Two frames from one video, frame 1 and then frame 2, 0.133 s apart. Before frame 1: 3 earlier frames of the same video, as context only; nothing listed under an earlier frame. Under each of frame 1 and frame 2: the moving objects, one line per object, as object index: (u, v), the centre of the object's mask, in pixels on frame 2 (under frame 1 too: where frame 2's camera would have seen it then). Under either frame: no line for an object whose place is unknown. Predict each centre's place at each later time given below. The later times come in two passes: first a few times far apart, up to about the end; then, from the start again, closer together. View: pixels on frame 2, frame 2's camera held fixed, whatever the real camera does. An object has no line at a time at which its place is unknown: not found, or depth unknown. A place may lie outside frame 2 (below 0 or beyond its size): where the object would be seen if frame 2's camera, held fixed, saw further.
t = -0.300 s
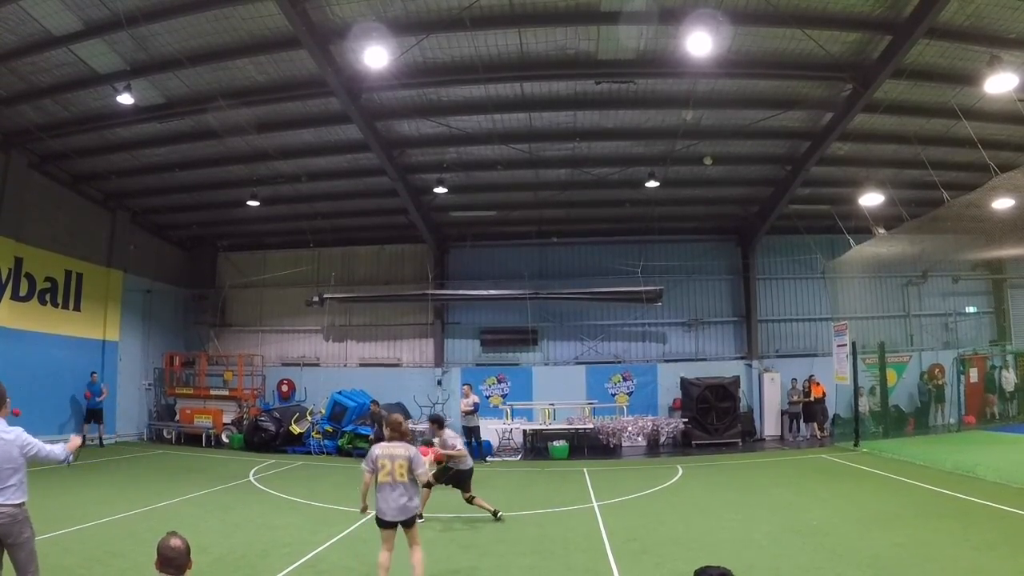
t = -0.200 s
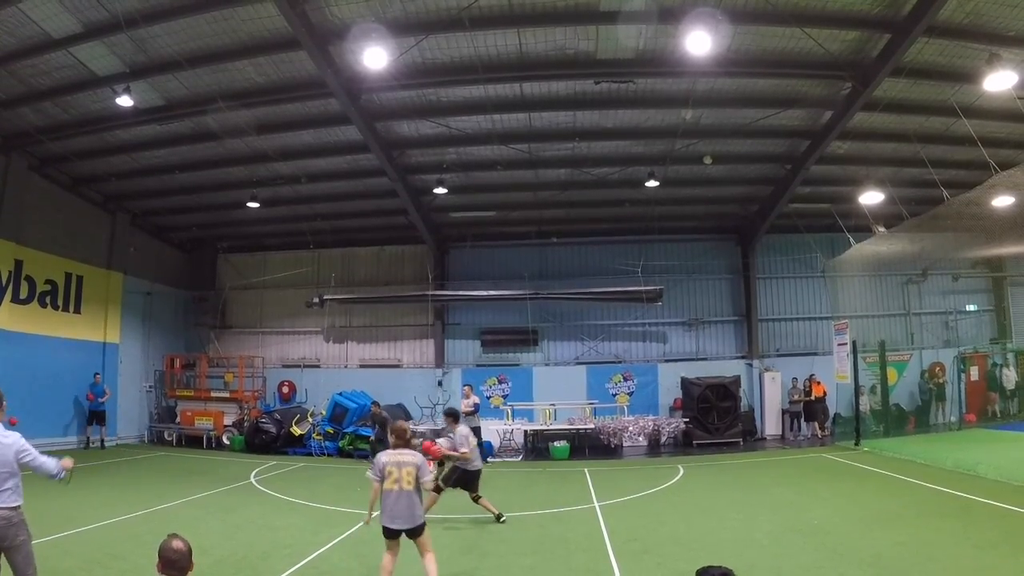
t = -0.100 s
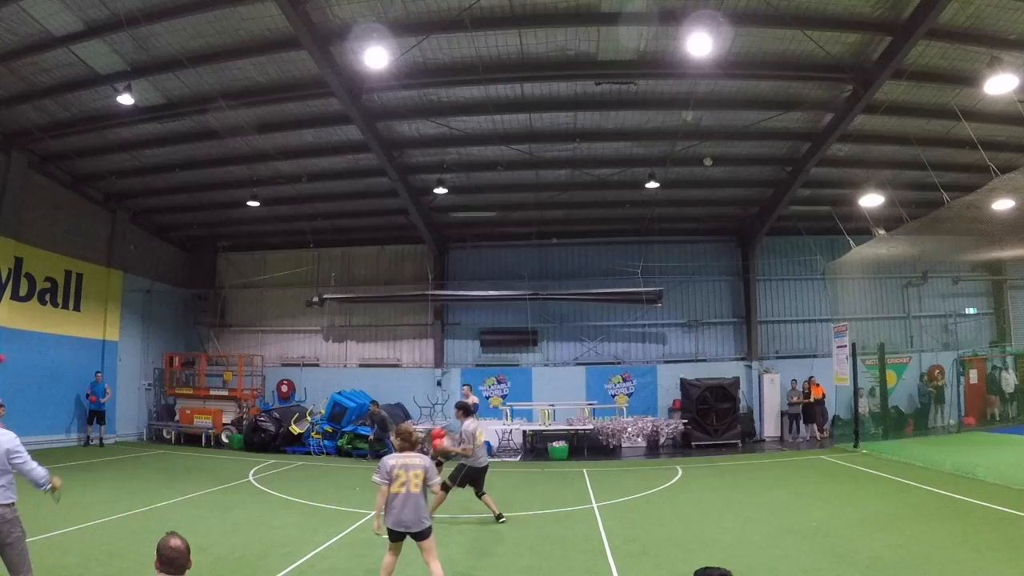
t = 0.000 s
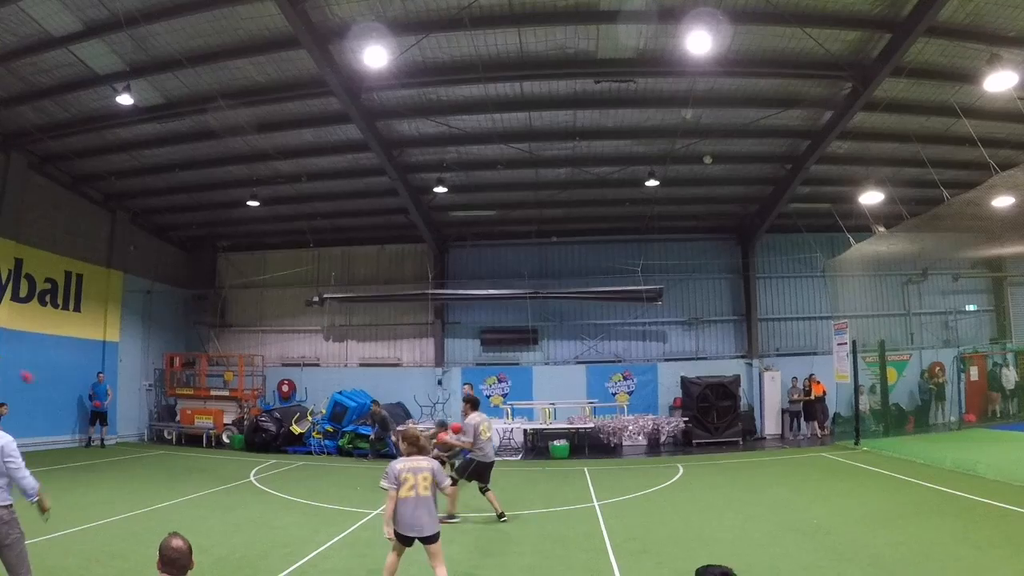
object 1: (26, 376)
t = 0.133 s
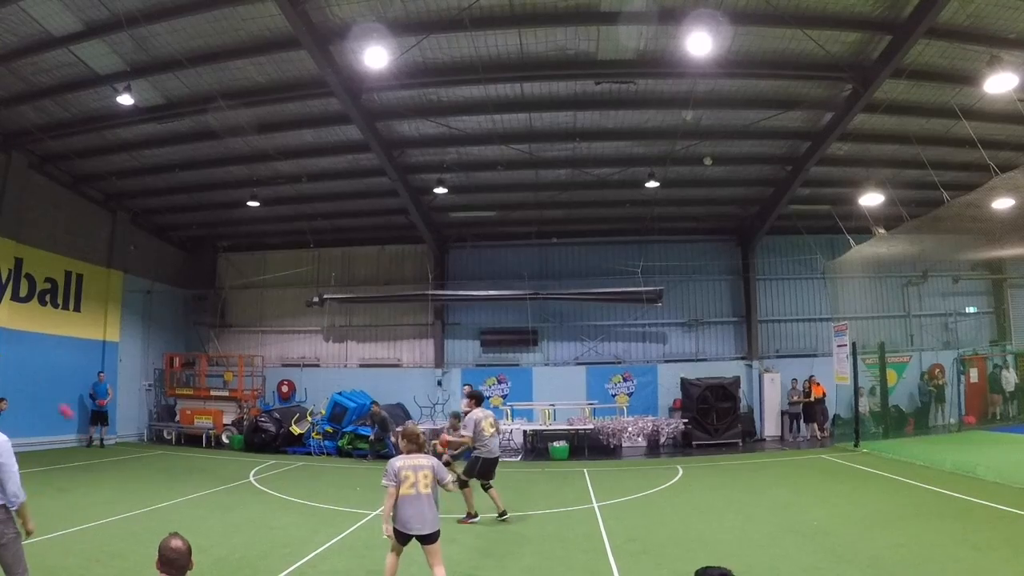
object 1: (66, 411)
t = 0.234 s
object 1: (100, 447)
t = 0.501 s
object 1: (178, 479)
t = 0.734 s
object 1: (234, 465)
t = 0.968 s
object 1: (301, 498)
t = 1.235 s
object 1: (383, 531)
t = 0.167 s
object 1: (76, 422)
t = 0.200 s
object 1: (88, 434)
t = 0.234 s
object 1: (100, 447)
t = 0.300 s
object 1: (124, 475)
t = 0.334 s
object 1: (138, 491)
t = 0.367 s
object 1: (150, 504)
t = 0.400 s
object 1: (157, 497)
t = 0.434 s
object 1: (163, 490)
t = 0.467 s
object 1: (171, 484)
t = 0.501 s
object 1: (178, 479)
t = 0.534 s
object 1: (186, 475)
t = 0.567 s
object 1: (194, 471)
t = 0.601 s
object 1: (201, 468)
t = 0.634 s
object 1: (209, 467)
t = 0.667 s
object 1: (217, 465)
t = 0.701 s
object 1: (226, 465)
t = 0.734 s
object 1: (234, 465)
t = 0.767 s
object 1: (243, 467)
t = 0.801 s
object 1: (252, 469)
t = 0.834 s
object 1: (262, 473)
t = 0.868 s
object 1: (272, 478)
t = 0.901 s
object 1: (280, 483)
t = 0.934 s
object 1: (290, 490)
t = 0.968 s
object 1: (301, 498)
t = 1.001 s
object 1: (311, 507)
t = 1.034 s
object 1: (321, 517)
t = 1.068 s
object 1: (331, 527)
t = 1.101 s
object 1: (343, 541)
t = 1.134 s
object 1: (353, 547)
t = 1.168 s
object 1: (363, 541)
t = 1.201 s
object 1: (373, 535)
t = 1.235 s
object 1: (383, 531)
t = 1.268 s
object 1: (393, 528)
